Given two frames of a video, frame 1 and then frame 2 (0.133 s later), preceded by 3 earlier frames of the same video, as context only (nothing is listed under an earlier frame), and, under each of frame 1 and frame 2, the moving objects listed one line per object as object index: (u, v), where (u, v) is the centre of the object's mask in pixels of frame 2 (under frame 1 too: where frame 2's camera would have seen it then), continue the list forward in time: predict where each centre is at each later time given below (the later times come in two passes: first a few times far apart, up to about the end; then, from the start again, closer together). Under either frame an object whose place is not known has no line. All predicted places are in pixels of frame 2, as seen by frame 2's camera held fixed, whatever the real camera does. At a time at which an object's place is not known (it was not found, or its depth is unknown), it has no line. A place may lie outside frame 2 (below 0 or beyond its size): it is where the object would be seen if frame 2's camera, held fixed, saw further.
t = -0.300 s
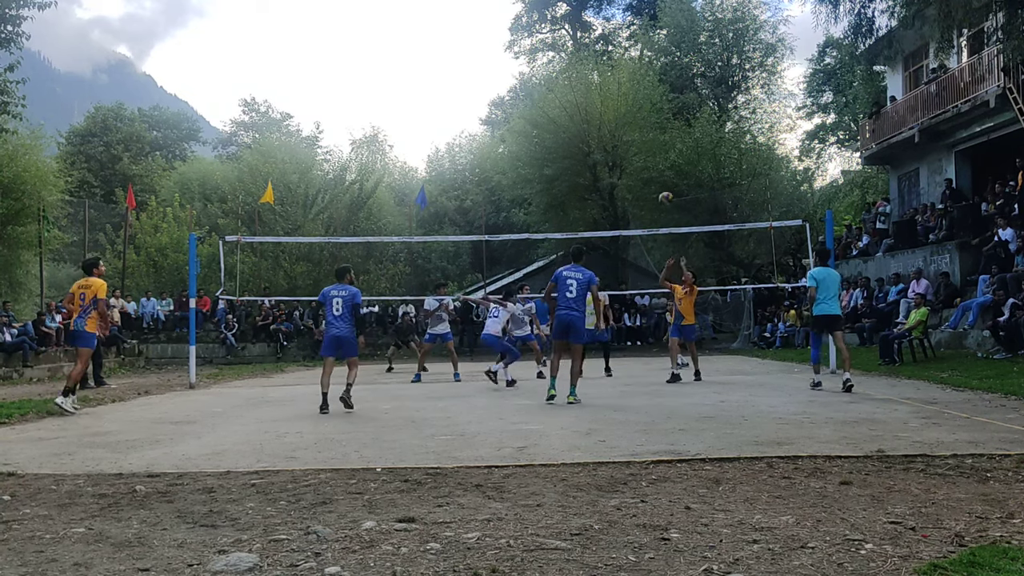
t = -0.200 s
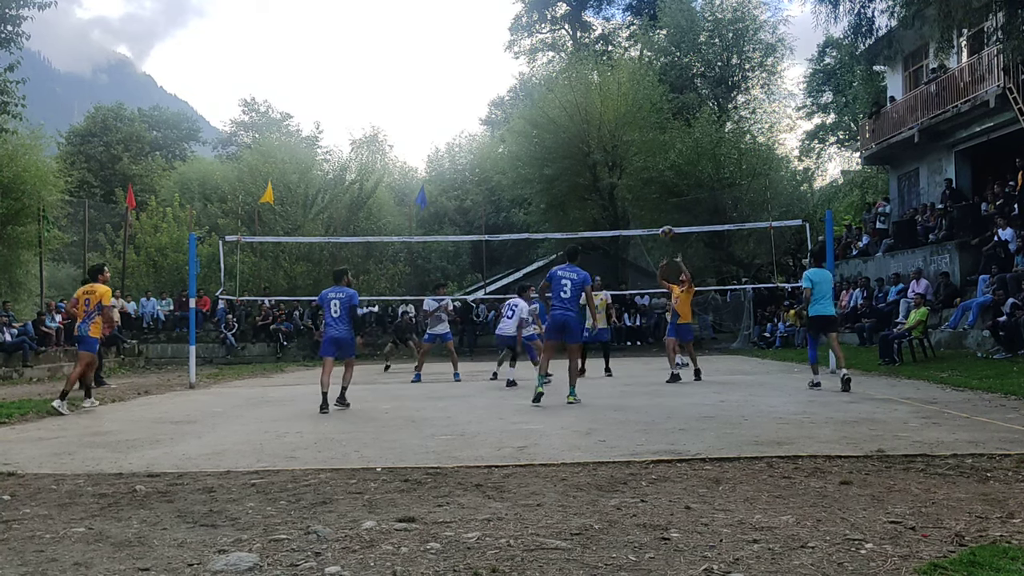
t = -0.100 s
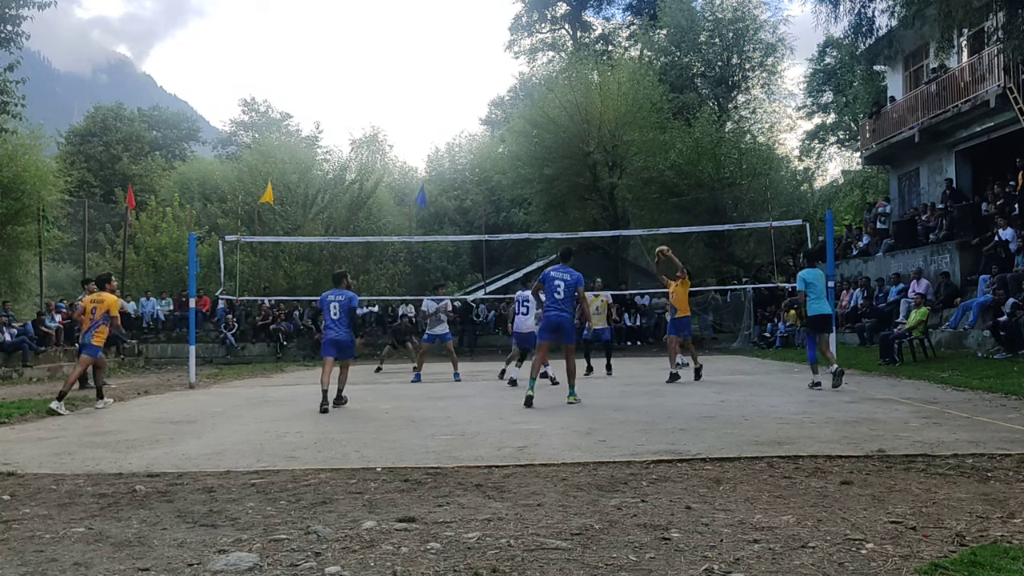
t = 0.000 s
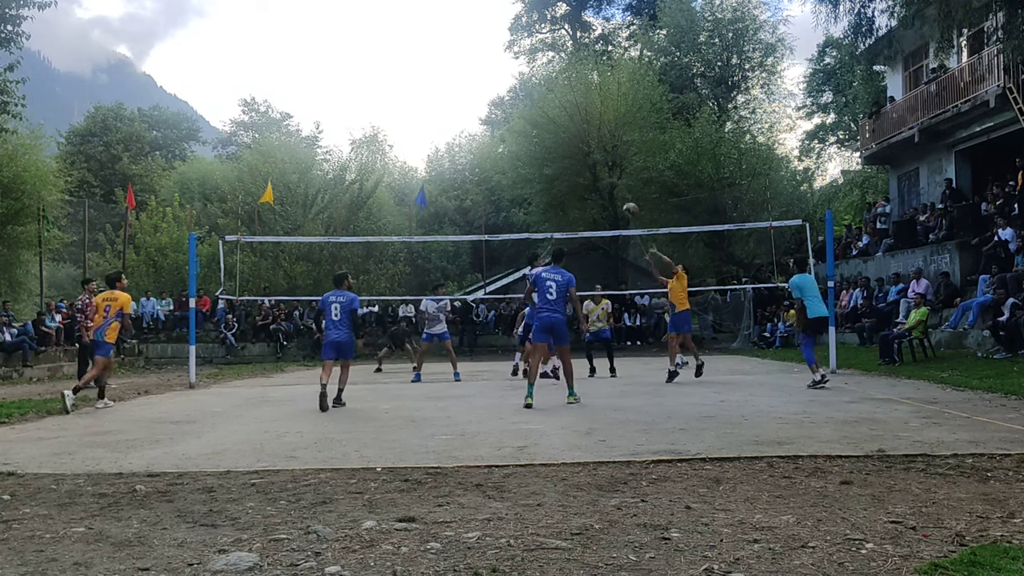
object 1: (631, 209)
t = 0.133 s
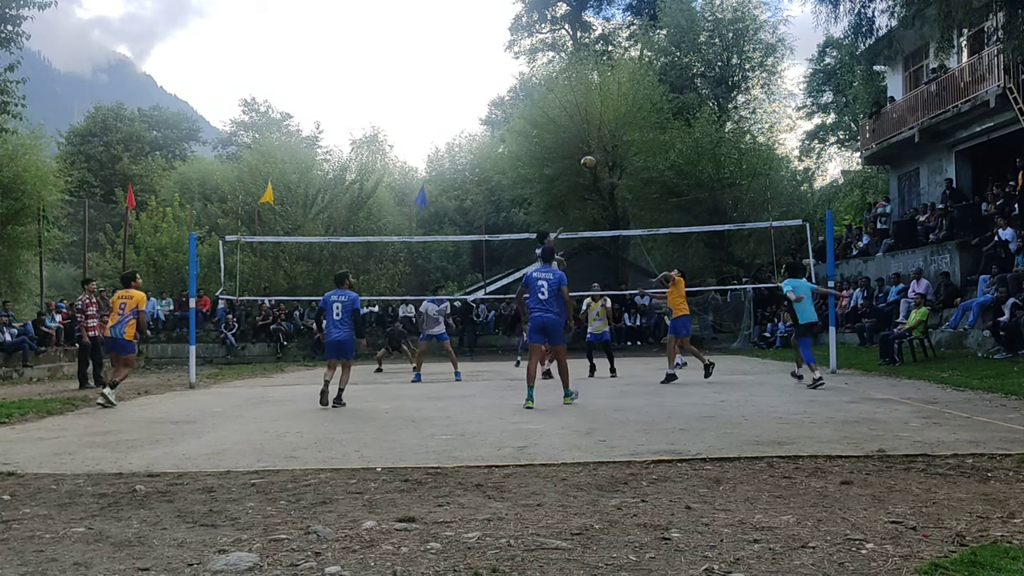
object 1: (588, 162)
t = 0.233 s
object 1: (556, 135)
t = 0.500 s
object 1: (476, 98)
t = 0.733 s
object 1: (408, 103)
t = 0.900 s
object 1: (361, 128)
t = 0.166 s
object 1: (578, 152)
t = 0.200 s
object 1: (567, 143)
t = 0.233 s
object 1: (556, 135)
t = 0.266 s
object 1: (546, 128)
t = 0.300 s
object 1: (536, 122)
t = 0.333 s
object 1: (526, 117)
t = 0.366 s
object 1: (516, 111)
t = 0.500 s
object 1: (476, 98)
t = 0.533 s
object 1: (466, 97)
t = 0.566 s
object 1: (456, 96)
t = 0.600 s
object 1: (446, 96)
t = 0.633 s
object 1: (437, 97)
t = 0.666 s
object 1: (427, 98)
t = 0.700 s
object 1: (417, 100)
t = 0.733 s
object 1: (408, 103)
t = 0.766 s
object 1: (398, 107)
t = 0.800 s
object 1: (389, 111)
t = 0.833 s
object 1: (379, 116)
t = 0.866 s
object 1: (370, 122)
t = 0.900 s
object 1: (361, 128)
